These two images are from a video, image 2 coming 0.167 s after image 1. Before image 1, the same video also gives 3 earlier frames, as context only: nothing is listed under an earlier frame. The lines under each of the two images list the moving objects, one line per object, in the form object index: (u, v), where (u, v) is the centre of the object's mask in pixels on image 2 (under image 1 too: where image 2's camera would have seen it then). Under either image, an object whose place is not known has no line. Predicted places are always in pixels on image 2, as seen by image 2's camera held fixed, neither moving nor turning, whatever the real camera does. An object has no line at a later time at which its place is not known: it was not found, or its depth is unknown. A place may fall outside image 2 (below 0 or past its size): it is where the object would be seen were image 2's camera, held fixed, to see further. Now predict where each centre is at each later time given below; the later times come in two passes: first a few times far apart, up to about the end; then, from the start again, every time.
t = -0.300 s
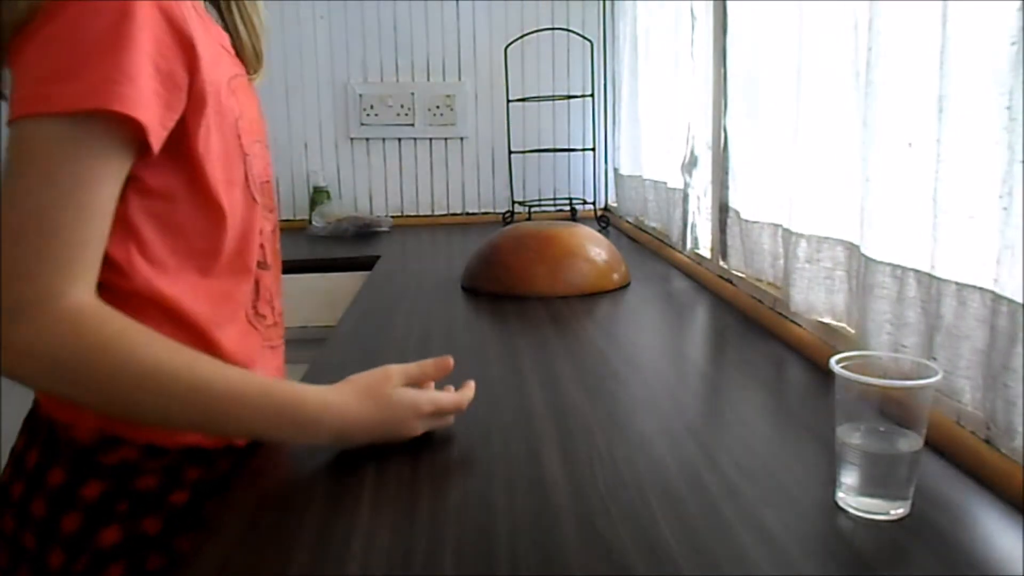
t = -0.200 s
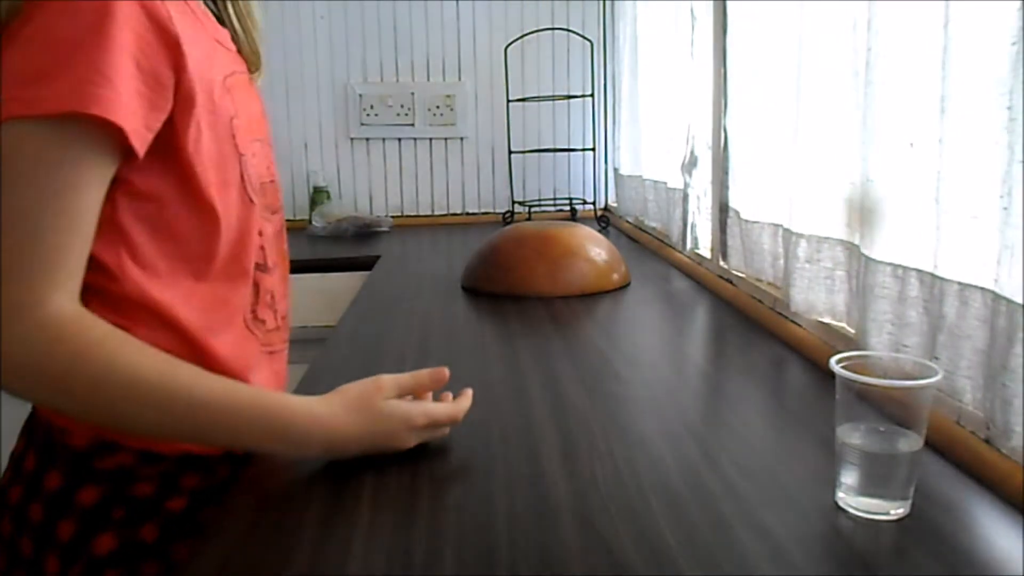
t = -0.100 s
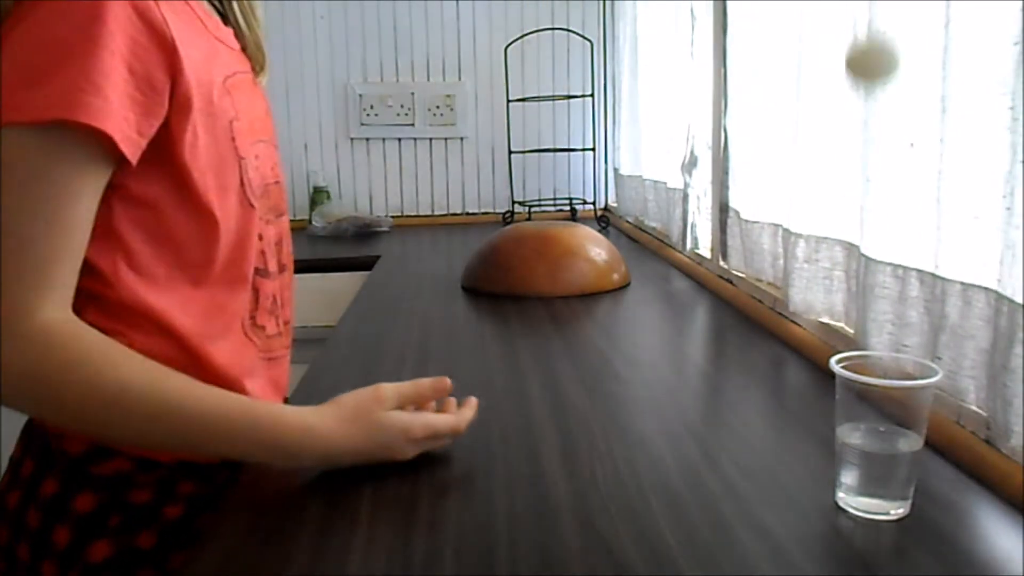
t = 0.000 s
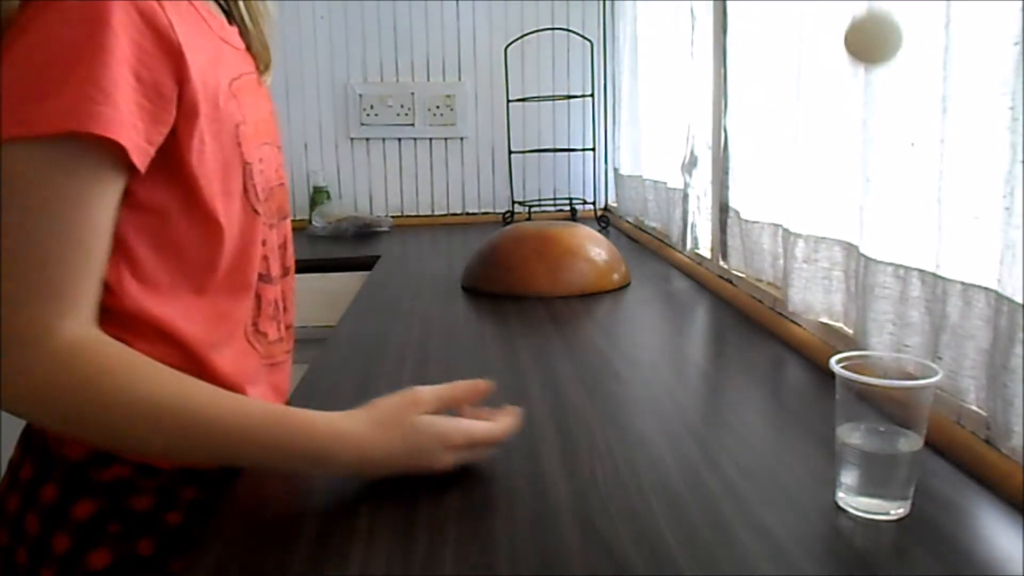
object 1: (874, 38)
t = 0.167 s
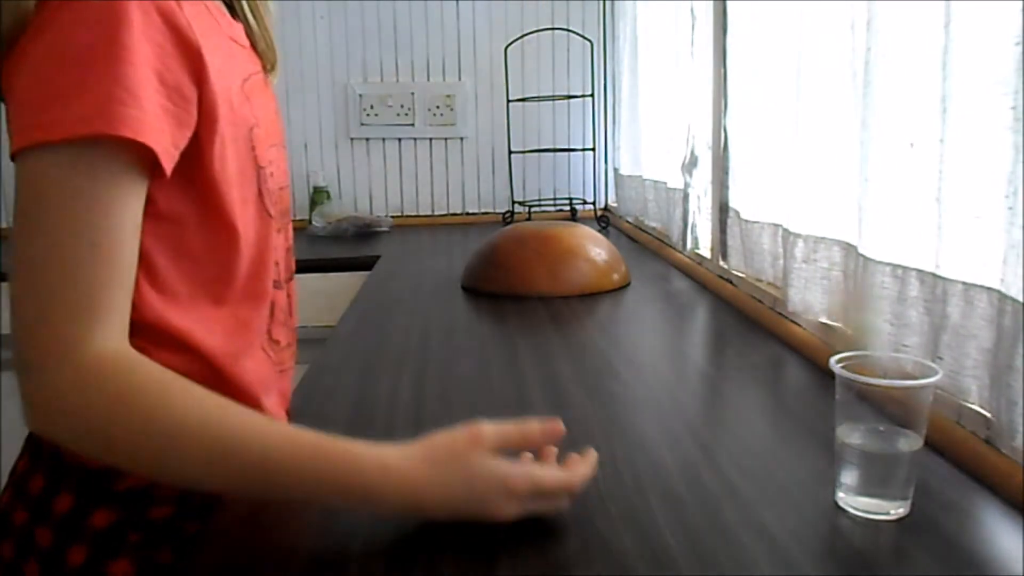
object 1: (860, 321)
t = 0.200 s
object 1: (891, 360)
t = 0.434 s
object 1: (882, 415)
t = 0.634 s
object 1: (884, 415)
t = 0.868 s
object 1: (883, 415)
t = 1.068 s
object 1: (883, 414)
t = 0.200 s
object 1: (891, 360)
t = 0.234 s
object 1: (893, 405)
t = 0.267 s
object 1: (883, 420)
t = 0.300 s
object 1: (882, 421)
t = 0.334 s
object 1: (881, 417)
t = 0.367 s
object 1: (882, 414)
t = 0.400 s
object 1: (882, 413)
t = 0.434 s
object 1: (882, 415)
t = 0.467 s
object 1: (882, 416)
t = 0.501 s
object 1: (882, 416)
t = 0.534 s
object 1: (882, 415)
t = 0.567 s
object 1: (883, 415)
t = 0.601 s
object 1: (884, 415)
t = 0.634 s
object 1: (884, 415)
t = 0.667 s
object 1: (883, 415)
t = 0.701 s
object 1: (883, 416)
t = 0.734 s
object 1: (882, 415)
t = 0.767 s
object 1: (882, 415)
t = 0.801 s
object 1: (882, 415)
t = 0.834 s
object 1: (882, 415)
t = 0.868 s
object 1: (883, 415)
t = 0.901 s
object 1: (883, 415)
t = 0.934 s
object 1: (883, 415)
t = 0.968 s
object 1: (883, 415)
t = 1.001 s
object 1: (883, 415)
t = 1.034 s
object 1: (883, 415)
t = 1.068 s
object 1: (883, 414)
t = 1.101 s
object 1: (883, 414)
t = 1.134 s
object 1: (882, 415)
